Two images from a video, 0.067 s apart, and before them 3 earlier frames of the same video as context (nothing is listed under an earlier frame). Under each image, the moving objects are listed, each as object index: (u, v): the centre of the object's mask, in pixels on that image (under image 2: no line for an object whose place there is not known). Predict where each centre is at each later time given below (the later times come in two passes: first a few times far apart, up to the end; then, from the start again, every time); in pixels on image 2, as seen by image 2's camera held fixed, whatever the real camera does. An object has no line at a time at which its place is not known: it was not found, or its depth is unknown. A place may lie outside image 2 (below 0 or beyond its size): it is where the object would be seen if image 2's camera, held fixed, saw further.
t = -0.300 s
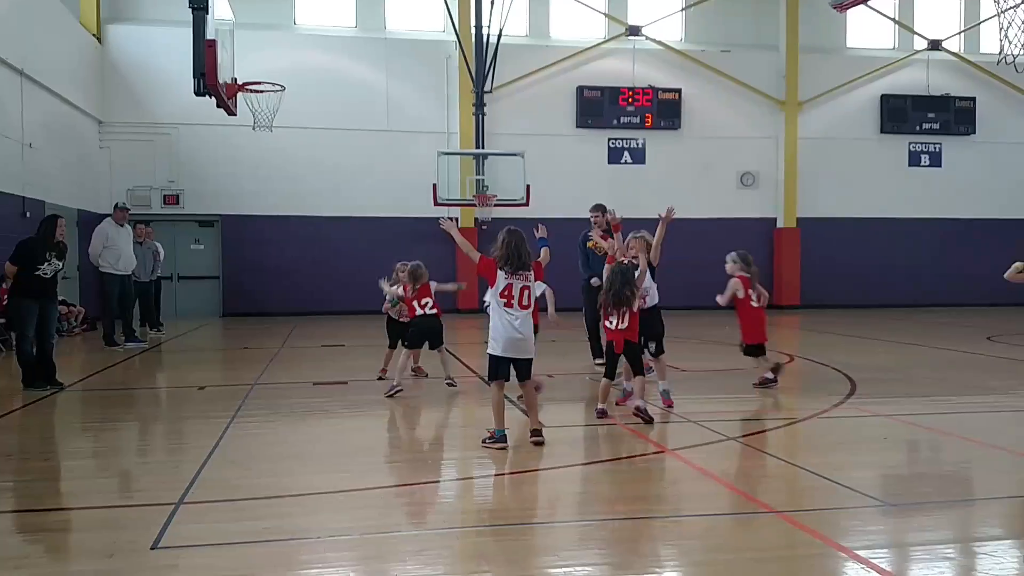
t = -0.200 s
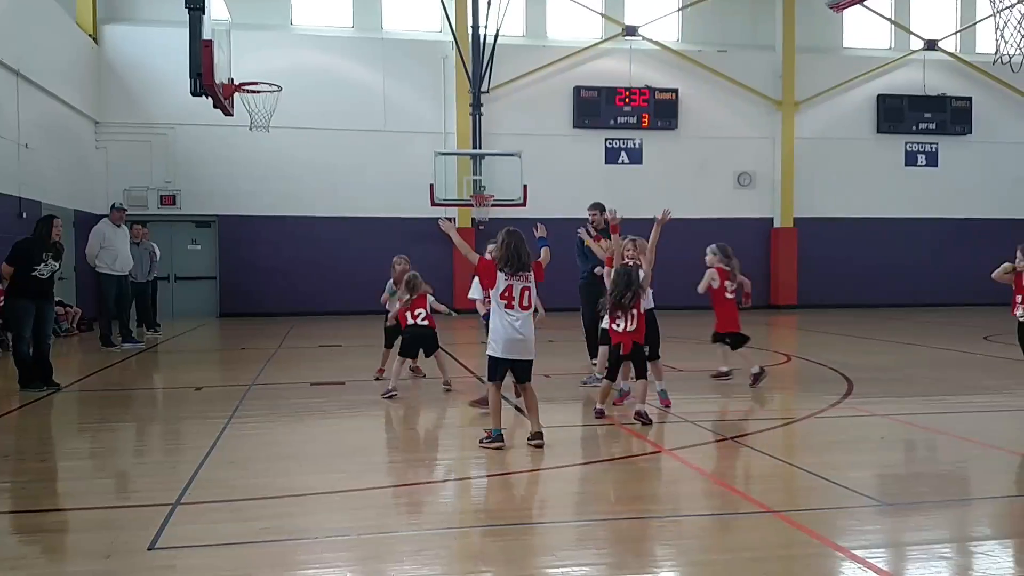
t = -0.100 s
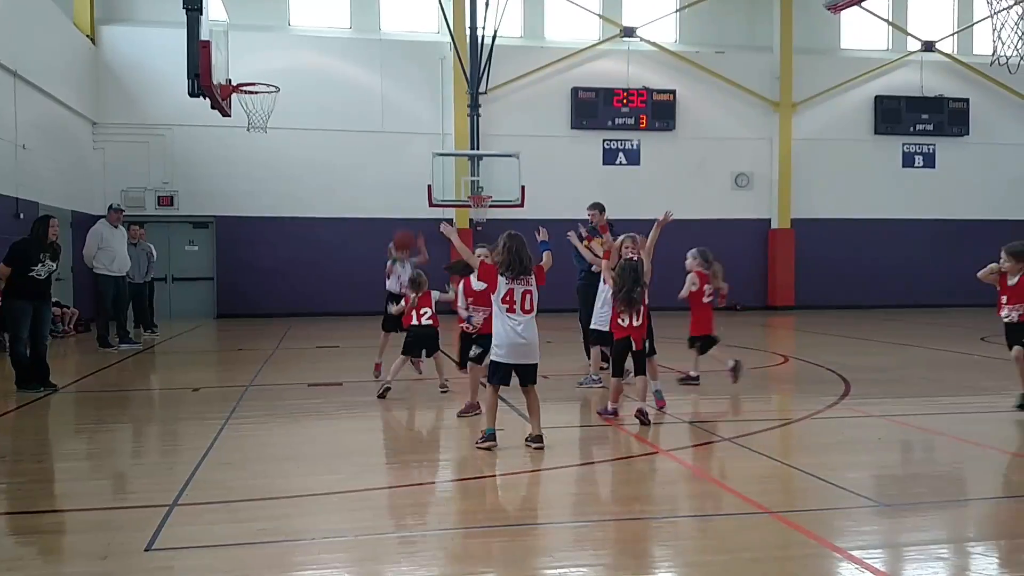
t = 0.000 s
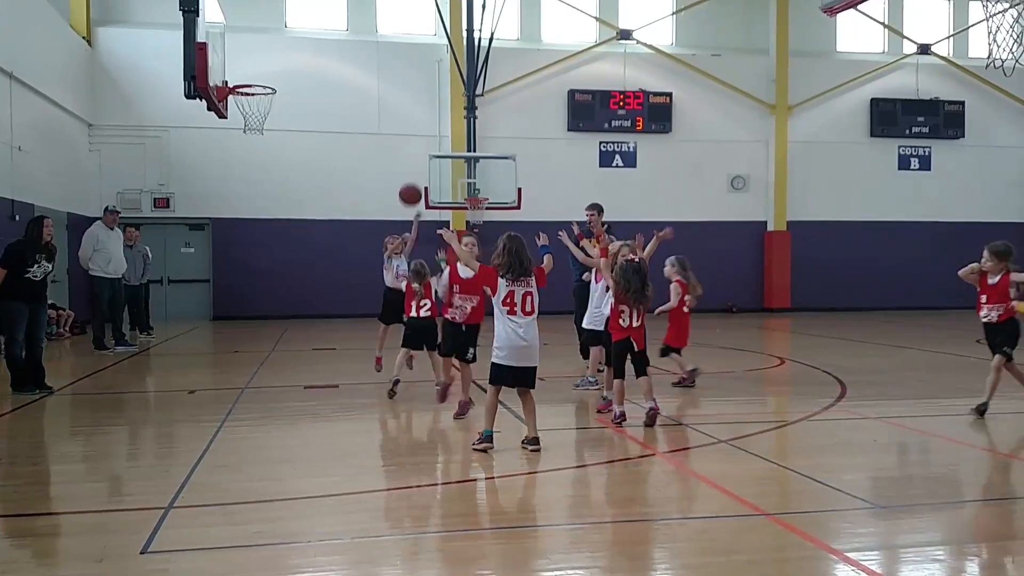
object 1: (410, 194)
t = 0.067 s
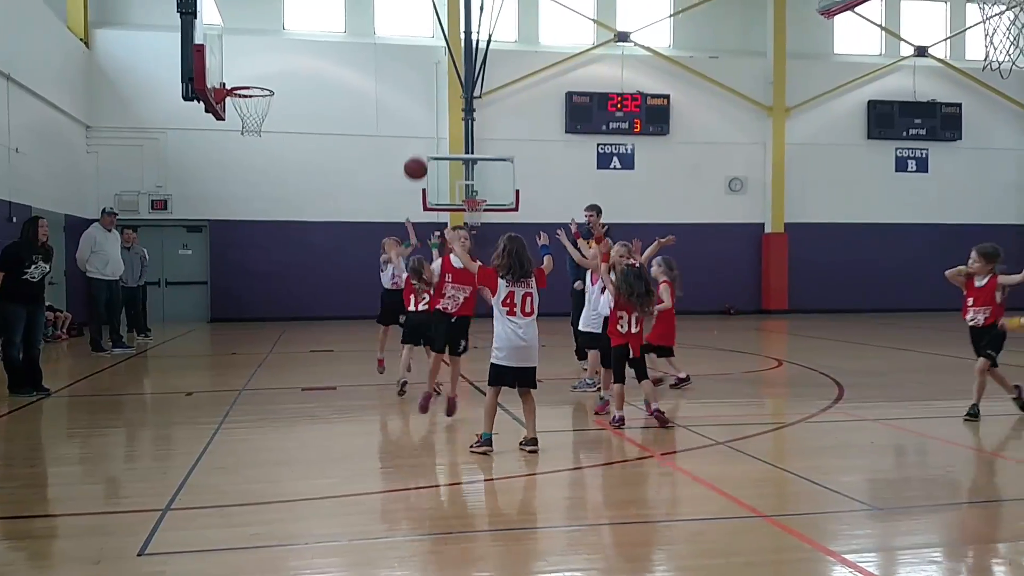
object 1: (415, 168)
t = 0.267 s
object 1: (440, 108)
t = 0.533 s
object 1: (480, 97)
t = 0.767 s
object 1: (523, 173)
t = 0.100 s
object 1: (419, 156)
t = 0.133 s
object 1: (423, 144)
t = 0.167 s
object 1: (427, 133)
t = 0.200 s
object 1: (431, 124)
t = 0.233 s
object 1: (436, 115)
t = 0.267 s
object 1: (440, 108)
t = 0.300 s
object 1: (445, 102)
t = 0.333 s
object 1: (449, 97)
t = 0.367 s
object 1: (455, 93)
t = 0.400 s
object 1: (459, 91)
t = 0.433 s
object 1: (464, 91)
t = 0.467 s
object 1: (470, 91)
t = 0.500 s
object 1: (475, 93)
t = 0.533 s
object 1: (480, 97)
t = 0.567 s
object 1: (486, 102)
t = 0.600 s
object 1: (492, 109)
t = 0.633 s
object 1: (498, 118)
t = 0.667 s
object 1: (504, 129)
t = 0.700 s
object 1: (510, 142)
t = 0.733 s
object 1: (517, 156)
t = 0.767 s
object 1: (523, 173)
